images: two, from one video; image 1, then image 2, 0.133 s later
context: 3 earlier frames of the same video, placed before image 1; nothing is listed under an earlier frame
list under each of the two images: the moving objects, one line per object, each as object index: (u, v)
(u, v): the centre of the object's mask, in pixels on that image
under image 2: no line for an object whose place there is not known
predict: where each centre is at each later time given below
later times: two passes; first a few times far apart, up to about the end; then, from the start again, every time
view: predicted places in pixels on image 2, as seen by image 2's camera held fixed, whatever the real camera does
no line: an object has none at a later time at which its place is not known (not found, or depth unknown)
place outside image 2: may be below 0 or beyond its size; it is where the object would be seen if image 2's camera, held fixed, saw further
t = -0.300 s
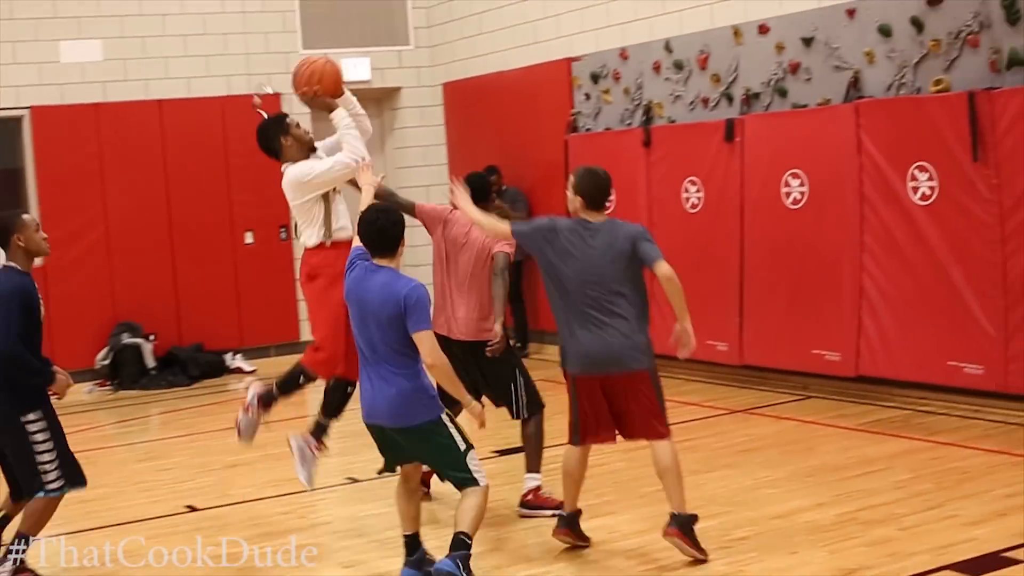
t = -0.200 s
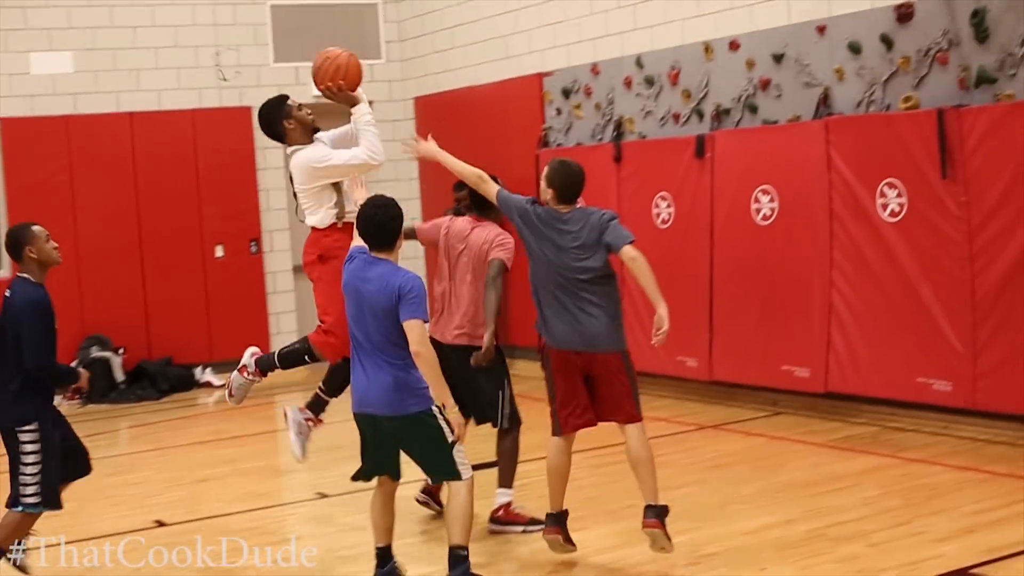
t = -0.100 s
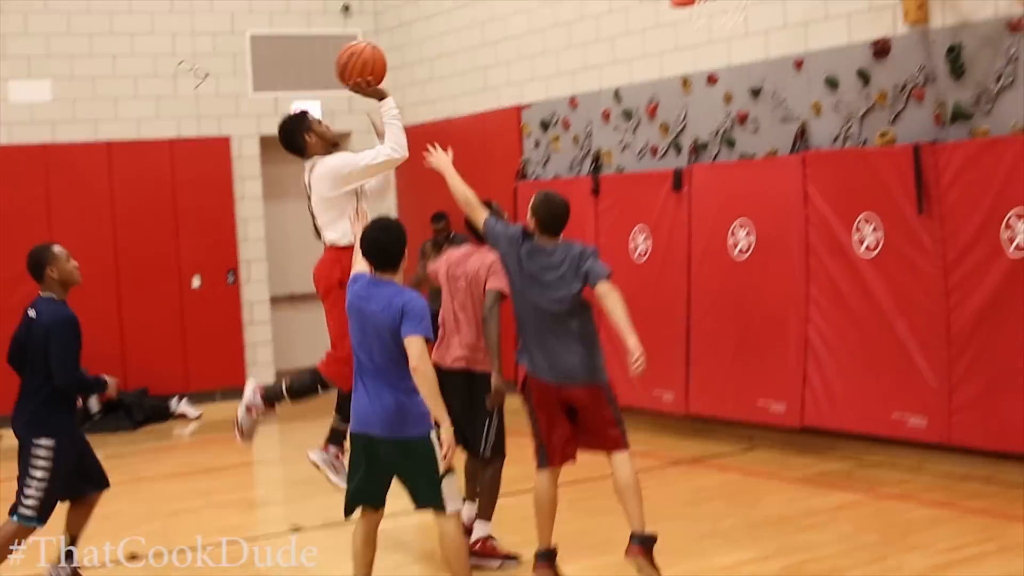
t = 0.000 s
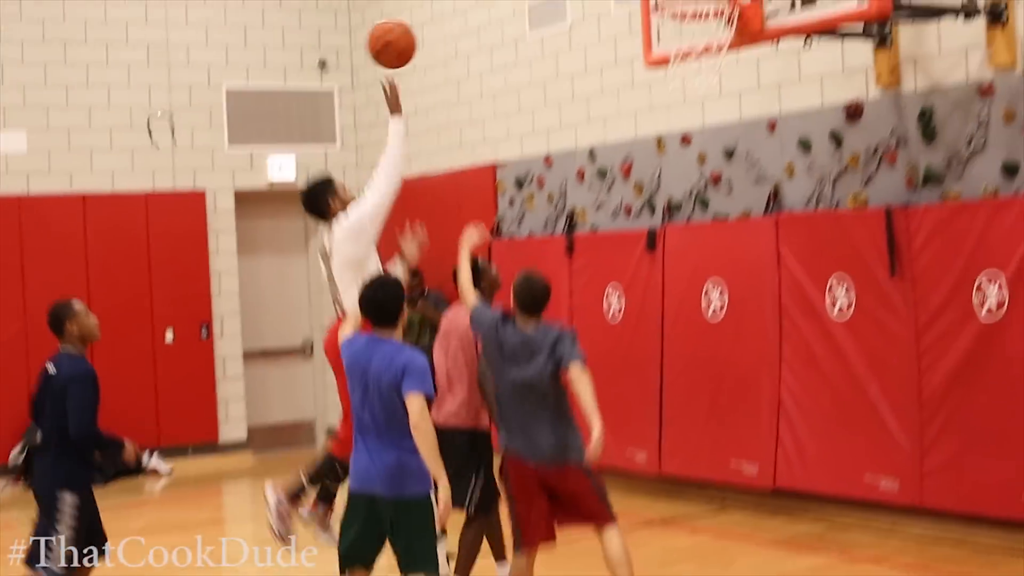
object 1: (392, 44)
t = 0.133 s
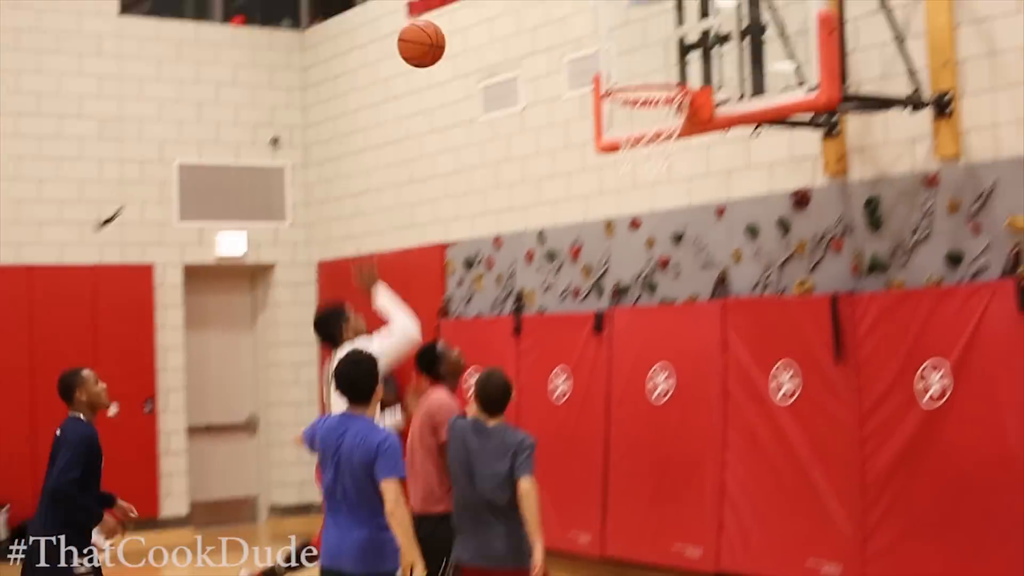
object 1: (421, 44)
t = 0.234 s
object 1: (474, 8)
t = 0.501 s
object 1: (614, 12)
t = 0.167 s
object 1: (438, 29)
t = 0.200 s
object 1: (455, 17)
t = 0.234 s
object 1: (474, 8)
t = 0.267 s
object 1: (492, 2)
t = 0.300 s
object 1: (510, -3)
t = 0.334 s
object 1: (527, -5)
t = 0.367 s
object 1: (544, -5)
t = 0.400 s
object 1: (562, -4)
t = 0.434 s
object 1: (579, 0)
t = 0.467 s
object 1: (597, 5)
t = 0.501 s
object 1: (614, 12)
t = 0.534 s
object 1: (630, 22)
